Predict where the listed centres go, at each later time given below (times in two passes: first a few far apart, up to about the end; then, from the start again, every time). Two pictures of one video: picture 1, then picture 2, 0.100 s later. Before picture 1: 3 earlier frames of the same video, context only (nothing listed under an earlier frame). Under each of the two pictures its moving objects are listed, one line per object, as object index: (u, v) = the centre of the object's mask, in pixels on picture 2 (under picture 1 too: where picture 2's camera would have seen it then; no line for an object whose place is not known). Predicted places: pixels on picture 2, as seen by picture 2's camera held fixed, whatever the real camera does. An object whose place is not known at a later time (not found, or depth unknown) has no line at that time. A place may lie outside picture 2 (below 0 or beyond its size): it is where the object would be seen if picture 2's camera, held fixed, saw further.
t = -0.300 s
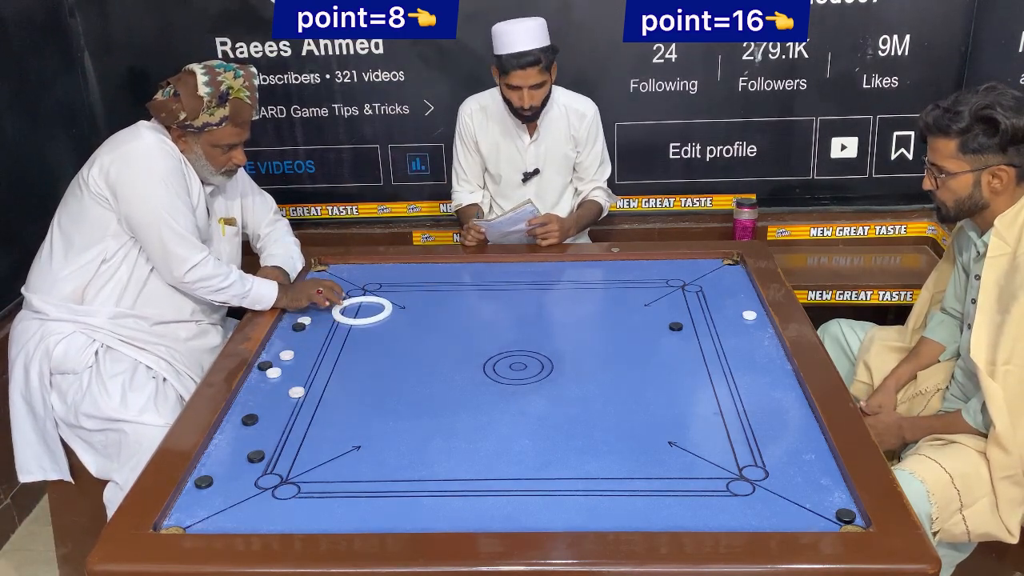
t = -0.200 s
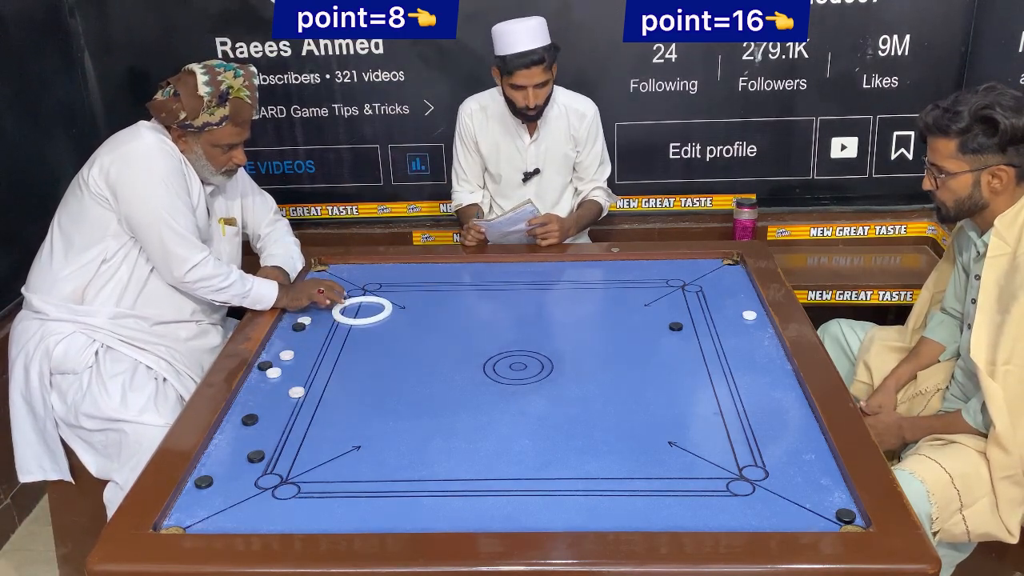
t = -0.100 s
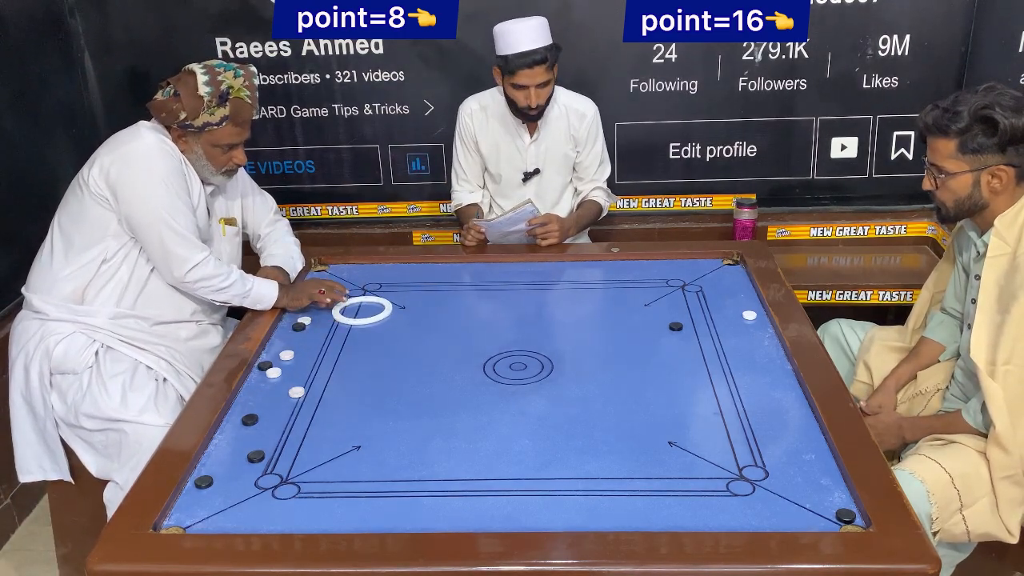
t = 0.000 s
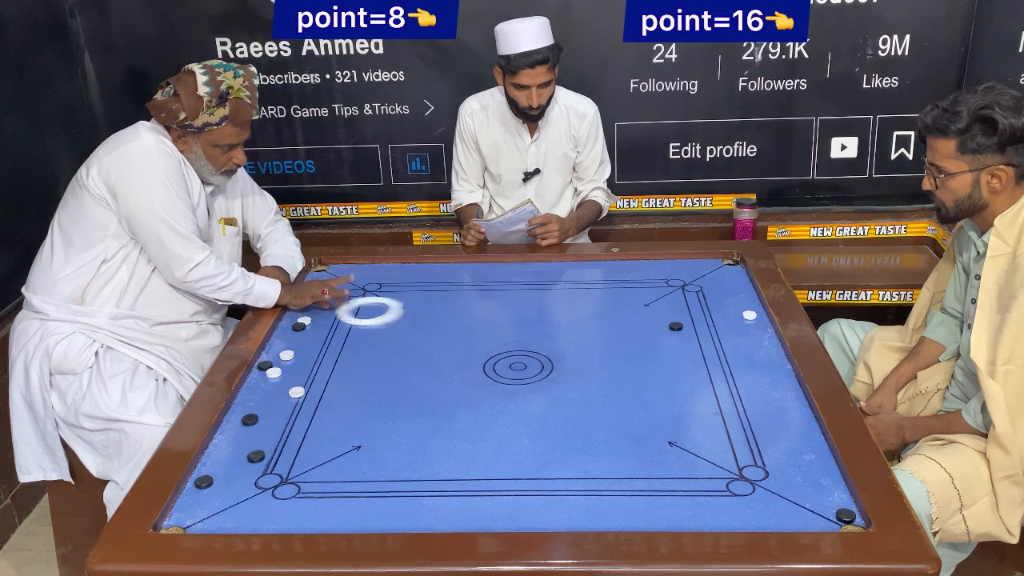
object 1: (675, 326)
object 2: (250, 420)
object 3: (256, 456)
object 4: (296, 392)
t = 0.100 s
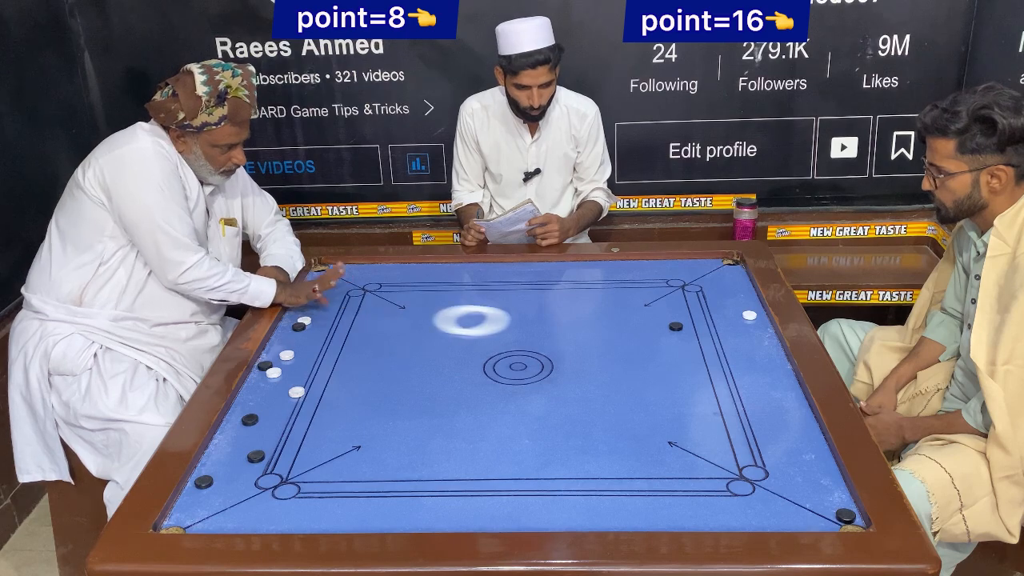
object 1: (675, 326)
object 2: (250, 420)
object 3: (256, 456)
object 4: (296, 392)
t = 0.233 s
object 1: (675, 326)
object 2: (250, 420)
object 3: (256, 456)
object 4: (296, 392)
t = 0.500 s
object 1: (697, 284)
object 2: (250, 419)
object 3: (256, 456)
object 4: (296, 391)
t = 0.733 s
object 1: (607, 263)
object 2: (250, 419)
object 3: (256, 456)
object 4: (296, 391)
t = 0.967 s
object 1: (535, 275)
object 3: (256, 456)
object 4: (259, 384)
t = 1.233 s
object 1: (453, 287)
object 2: (299, 444)
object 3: (267, 498)
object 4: (359, 370)
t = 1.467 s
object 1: (384, 298)
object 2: (351, 441)
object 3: (290, 525)
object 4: (436, 360)
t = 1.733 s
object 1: (308, 310)
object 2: (405, 437)
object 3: (336, 484)
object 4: (513, 350)
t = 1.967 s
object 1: (313, 314)
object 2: (446, 434)
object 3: (371, 452)
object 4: (573, 342)
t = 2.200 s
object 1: (337, 315)
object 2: (481, 430)
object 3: (399, 426)
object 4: (622, 336)
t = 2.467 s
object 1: (361, 315)
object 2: (513, 426)
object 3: (427, 401)
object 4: (673, 330)
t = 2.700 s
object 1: (378, 314)
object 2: (531, 423)
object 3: (447, 383)
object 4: (713, 325)
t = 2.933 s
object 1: (393, 315)
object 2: (539, 423)
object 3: (465, 367)
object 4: (747, 319)
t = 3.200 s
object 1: (407, 314)
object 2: (506, 441)
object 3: (482, 352)
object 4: (754, 316)
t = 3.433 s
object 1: (415, 315)
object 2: (480, 454)
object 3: (492, 343)
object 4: (745, 315)
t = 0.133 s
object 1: (675, 326)
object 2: (250, 420)
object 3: (256, 456)
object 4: (296, 392)
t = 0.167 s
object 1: (675, 326)
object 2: (250, 420)
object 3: (256, 456)
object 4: (296, 392)
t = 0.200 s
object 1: (675, 326)
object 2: (250, 420)
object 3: (256, 456)
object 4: (296, 391)
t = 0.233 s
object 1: (675, 326)
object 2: (250, 420)
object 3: (256, 456)
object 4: (296, 392)
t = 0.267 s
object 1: (684, 323)
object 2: (250, 420)
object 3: (256, 456)
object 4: (296, 391)
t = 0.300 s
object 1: (710, 318)
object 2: (250, 420)
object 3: (256, 456)
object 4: (296, 391)
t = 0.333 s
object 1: (733, 312)
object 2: (250, 419)
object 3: (256, 456)
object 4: (296, 391)
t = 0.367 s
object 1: (748, 305)
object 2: (250, 420)
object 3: (256, 456)
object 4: (296, 391)
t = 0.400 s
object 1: (745, 299)
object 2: (250, 420)
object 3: (256, 456)
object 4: (296, 392)
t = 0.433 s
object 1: (729, 294)
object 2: (250, 420)
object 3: (256, 456)
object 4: (296, 391)
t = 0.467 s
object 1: (712, 288)
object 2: (250, 420)
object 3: (256, 456)
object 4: (296, 391)
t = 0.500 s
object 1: (697, 284)
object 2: (250, 419)
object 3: (256, 456)
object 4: (296, 391)
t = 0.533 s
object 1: (682, 279)
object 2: (250, 419)
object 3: (256, 456)
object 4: (296, 391)
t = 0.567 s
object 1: (668, 274)
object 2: (250, 420)
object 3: (256, 456)
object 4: (296, 391)
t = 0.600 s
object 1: (655, 269)
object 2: (250, 420)
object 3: (256, 456)
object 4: (296, 391)
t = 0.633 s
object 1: (641, 265)
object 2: (250, 420)
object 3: (256, 456)
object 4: (296, 392)
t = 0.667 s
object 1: (627, 261)
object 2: (250, 419)
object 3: (256, 456)
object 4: (296, 392)
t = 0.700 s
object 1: (618, 262)
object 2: (250, 419)
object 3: (256, 456)
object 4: (296, 391)
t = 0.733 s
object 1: (607, 263)
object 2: (250, 419)
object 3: (256, 456)
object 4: (296, 391)
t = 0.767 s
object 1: (597, 265)
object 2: (250, 420)
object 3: (256, 456)
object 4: (296, 392)
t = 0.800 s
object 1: (587, 267)
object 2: (250, 420)
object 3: (256, 456)
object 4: (296, 392)
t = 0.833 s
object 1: (576, 269)
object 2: (250, 420)
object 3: (256, 456)
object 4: (296, 391)
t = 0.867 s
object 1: (566, 270)
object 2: (250, 420)
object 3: (256, 456)
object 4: (291, 390)
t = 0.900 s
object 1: (556, 271)
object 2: (250, 420)
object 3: (256, 456)
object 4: (272, 388)
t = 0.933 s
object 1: (545, 273)
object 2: (240, 423)
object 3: (256, 456)
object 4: (253, 386)
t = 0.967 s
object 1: (535, 275)
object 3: (256, 456)
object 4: (259, 384)
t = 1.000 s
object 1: (525, 276)
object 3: (256, 456)
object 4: (272, 383)
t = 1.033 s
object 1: (515, 278)
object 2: (248, 443)
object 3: (256, 456)
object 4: (285, 381)
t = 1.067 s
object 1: (504, 279)
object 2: (258, 446)
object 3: (257, 460)
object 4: (298, 379)
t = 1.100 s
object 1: (494, 281)
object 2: (266, 446)
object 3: (259, 467)
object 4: (310, 377)
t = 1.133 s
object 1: (484, 282)
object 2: (274, 446)
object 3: (261, 474)
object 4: (323, 375)
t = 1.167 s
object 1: (474, 284)
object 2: (283, 445)
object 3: (263, 483)
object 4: (335, 374)
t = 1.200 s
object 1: (464, 286)
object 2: (291, 445)
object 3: (265, 490)
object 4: (347, 372)
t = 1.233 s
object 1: (453, 287)
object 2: (299, 444)
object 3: (267, 498)
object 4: (359, 370)
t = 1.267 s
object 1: (443, 289)
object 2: (307, 444)
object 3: (269, 505)
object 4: (370, 369)
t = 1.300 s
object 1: (433, 290)
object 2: (314, 443)
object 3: (272, 512)
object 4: (381, 367)
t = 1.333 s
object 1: (423, 291)
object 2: (321, 443)
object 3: (274, 519)
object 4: (393, 366)
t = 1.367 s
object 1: (414, 293)
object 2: (328, 443)
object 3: (276, 526)
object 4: (404, 364)
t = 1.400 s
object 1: (404, 294)
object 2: (336, 442)
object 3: (279, 530)
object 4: (414, 363)
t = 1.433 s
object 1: (394, 296)
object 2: (343, 442)
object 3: (284, 529)
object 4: (425, 362)
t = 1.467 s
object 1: (384, 298)
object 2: (351, 441)
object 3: (290, 525)
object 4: (436, 360)
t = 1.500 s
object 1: (375, 299)
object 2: (358, 441)
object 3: (296, 520)
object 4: (446, 359)
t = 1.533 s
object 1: (365, 301)
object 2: (364, 440)
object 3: (303, 515)
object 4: (455, 358)
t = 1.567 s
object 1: (356, 302)
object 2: (371, 440)
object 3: (308, 509)
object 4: (466, 356)
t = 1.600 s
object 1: (345, 303)
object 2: (378, 439)
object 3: (314, 504)
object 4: (475, 355)
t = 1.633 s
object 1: (336, 305)
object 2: (385, 439)
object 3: (320, 499)
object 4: (485, 354)
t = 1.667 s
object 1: (327, 307)
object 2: (391, 438)
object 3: (326, 493)
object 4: (494, 353)
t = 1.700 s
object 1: (317, 308)
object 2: (398, 438)
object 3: (331, 489)
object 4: (504, 351)
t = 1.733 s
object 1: (308, 310)
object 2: (405, 437)
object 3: (336, 484)
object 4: (513, 350)
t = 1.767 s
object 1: (299, 311)
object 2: (411, 437)
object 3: (342, 479)
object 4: (522, 349)
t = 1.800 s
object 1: (290, 313)
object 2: (417, 436)
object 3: (347, 474)
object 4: (531, 348)
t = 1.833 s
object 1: (295, 314)
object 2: (423, 436)
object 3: (352, 470)
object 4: (540, 347)
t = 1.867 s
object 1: (300, 314)
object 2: (429, 435)
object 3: (357, 465)
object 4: (549, 345)
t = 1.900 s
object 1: (304, 314)
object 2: (435, 435)
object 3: (361, 461)
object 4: (557, 345)
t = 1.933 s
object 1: (309, 314)
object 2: (440, 434)
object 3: (366, 456)
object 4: (565, 343)
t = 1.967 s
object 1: (313, 314)
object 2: (446, 434)
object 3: (371, 452)
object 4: (573, 342)
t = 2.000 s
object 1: (316, 315)
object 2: (451, 433)
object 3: (375, 448)
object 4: (580, 341)
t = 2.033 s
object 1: (320, 315)
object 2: (457, 433)
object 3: (379, 444)
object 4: (587, 341)
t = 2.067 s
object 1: (324, 315)
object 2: (462, 432)
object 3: (383, 441)
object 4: (595, 340)
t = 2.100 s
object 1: (327, 315)
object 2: (467, 432)
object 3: (388, 437)
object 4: (602, 339)
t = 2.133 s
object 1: (330, 315)
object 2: (472, 431)
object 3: (391, 433)
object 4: (608, 338)
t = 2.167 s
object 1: (333, 315)
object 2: (477, 431)
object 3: (395, 430)
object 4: (615, 337)
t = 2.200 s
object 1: (337, 315)
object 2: (481, 430)
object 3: (399, 426)
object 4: (622, 336)
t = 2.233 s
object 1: (340, 315)
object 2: (486, 430)
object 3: (403, 422)
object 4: (629, 335)
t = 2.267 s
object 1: (344, 315)
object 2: (490, 429)
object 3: (407, 419)
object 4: (636, 335)
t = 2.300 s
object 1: (346, 315)
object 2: (494, 429)
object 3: (410, 416)
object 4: (642, 334)
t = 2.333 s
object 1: (350, 315)
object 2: (498, 428)
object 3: (414, 413)
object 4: (648, 333)
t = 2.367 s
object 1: (352, 315)
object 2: (502, 428)
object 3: (417, 410)
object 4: (655, 332)
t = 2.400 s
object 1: (356, 315)
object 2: (506, 427)
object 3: (421, 407)
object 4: (661, 332)
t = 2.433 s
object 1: (358, 315)
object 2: (509, 427)
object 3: (424, 404)
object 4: (667, 331)
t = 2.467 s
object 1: (361, 315)
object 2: (513, 426)
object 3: (427, 401)
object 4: (673, 330)
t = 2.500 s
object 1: (363, 314)
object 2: (515, 426)
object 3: (430, 398)
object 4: (679, 329)
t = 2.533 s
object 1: (366, 314)
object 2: (519, 425)
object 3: (433, 395)
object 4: (684, 328)
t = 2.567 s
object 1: (369, 314)
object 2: (521, 425)
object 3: (436, 393)
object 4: (691, 328)
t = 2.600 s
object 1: (371, 314)
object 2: (524, 424)
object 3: (439, 390)
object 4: (696, 327)
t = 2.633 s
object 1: (374, 314)
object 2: (527, 424)
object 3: (442, 387)
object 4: (702, 326)
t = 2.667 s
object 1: (376, 315)
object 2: (529, 423)
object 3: (445, 385)
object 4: (707, 325)
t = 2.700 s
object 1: (378, 314)
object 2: (531, 423)
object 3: (447, 383)
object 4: (713, 325)
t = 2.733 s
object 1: (381, 314)
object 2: (533, 423)
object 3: (450, 380)
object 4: (718, 324)
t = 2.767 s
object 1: (383, 314)
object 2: (536, 422)
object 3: (453, 378)
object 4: (723, 323)
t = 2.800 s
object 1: (385, 314)
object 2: (538, 422)
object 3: (455, 376)
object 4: (728, 322)
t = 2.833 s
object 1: (387, 314)
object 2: (539, 422)
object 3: (458, 373)
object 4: (733, 322)
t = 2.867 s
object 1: (389, 314)
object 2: (541, 421)
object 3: (460, 371)
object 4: (738, 321)
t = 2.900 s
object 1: (391, 314)
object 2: (543, 421)
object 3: (463, 369)
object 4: (742, 320)
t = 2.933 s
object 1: (393, 315)
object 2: (539, 423)
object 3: (465, 367)
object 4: (747, 319)
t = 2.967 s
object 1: (395, 314)
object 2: (535, 426)
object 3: (467, 365)
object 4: (751, 319)
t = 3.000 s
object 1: (397, 314)
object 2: (530, 428)
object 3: (470, 363)
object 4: (756, 318)
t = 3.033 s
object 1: (399, 314)
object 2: (526, 430)
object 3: (472, 361)
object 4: (760, 318)
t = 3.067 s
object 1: (400, 314)
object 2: (522, 432)
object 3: (474, 359)
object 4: (761, 317)
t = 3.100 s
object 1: (402, 314)
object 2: (518, 435)
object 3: (476, 357)
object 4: (759, 317)
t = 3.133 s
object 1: (403, 314)
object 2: (514, 437)
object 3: (478, 355)
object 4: (758, 317)
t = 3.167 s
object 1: (405, 314)
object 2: (510, 439)
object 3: (480, 353)
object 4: (756, 316)
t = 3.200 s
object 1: (407, 314)
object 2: (506, 441)
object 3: (482, 352)
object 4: (754, 316)
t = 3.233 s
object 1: (408, 315)
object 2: (502, 443)
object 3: (483, 351)
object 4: (753, 316)
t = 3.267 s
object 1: (409, 315)
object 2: (499, 445)
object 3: (485, 349)
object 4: (751, 316)
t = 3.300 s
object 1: (411, 315)
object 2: (495, 447)
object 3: (486, 348)
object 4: (750, 316)
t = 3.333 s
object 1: (412, 315)
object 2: (491, 449)
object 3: (488, 346)
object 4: (749, 315)
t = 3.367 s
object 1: (413, 315)
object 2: (487, 451)
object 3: (489, 345)
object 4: (747, 315)
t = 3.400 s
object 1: (415, 315)
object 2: (484, 452)
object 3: (491, 344)
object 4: (746, 315)
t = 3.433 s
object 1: (415, 315)
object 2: (480, 454)
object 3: (492, 343)
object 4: (745, 315)
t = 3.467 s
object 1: (417, 315)
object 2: (477, 456)
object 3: (493, 341)
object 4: (744, 315)
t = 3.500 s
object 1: (418, 315)
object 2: (473, 457)
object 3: (494, 340)
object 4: (743, 315)
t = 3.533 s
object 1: (419, 315)
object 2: (470, 459)
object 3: (495, 339)
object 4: (742, 314)
